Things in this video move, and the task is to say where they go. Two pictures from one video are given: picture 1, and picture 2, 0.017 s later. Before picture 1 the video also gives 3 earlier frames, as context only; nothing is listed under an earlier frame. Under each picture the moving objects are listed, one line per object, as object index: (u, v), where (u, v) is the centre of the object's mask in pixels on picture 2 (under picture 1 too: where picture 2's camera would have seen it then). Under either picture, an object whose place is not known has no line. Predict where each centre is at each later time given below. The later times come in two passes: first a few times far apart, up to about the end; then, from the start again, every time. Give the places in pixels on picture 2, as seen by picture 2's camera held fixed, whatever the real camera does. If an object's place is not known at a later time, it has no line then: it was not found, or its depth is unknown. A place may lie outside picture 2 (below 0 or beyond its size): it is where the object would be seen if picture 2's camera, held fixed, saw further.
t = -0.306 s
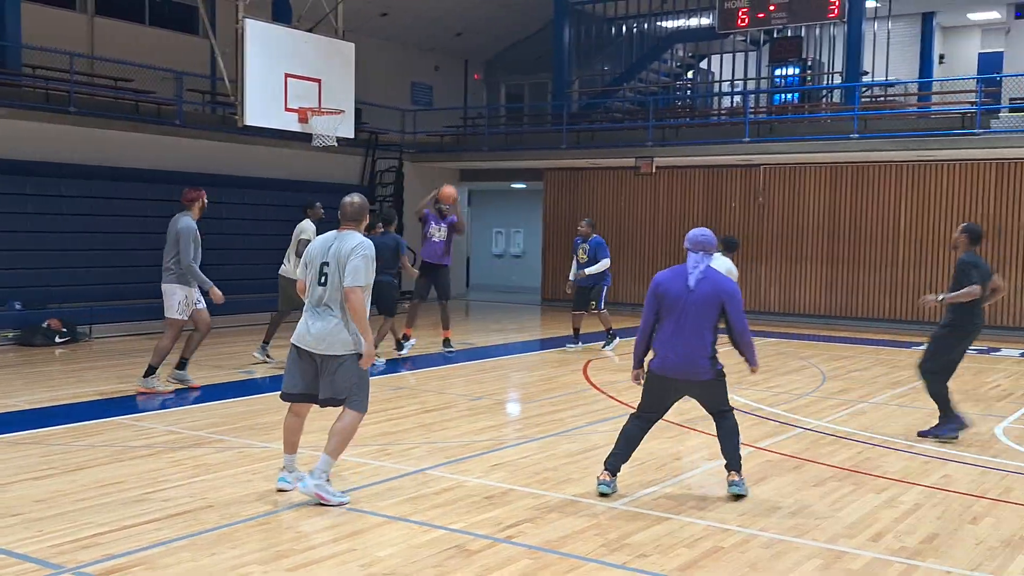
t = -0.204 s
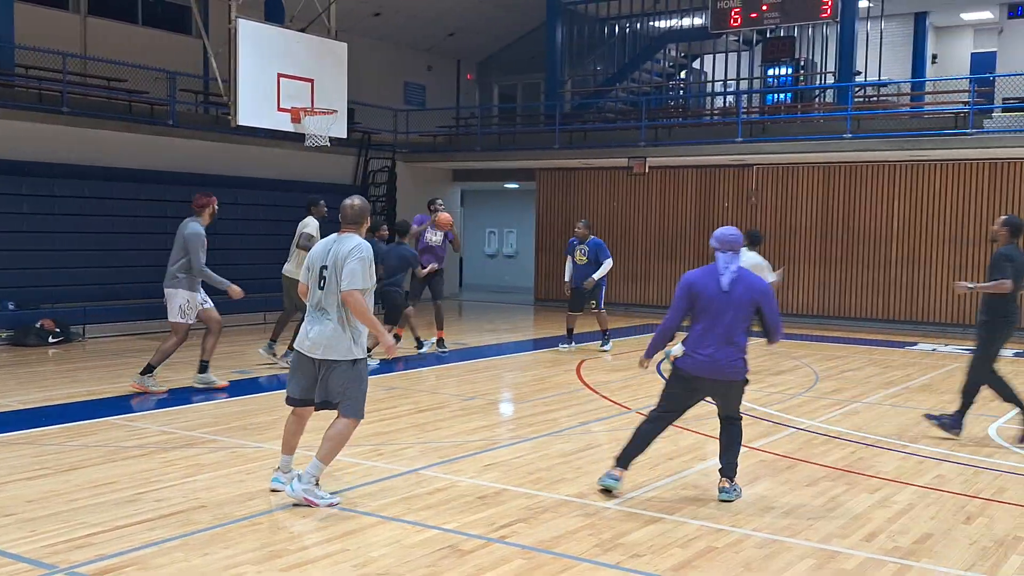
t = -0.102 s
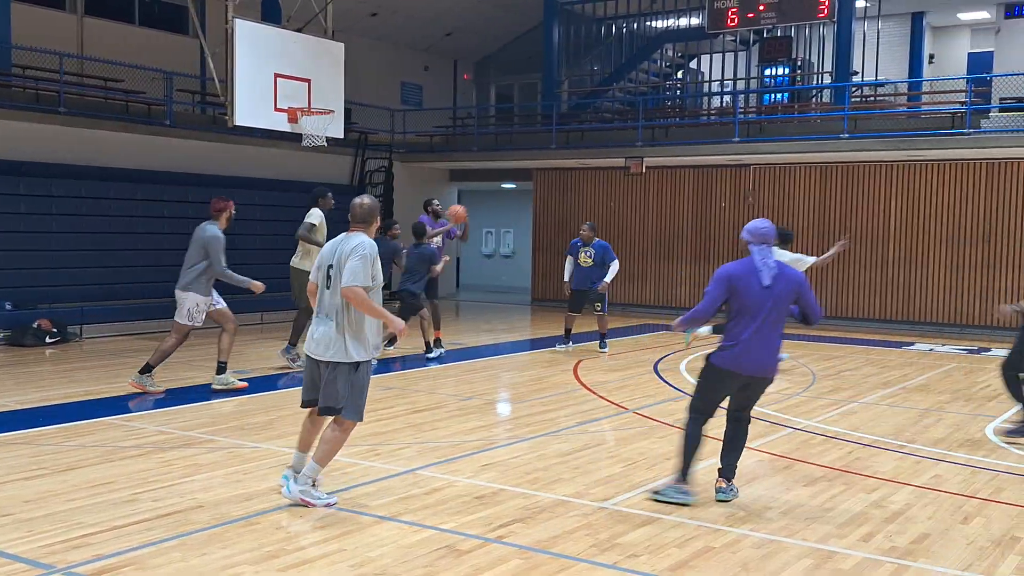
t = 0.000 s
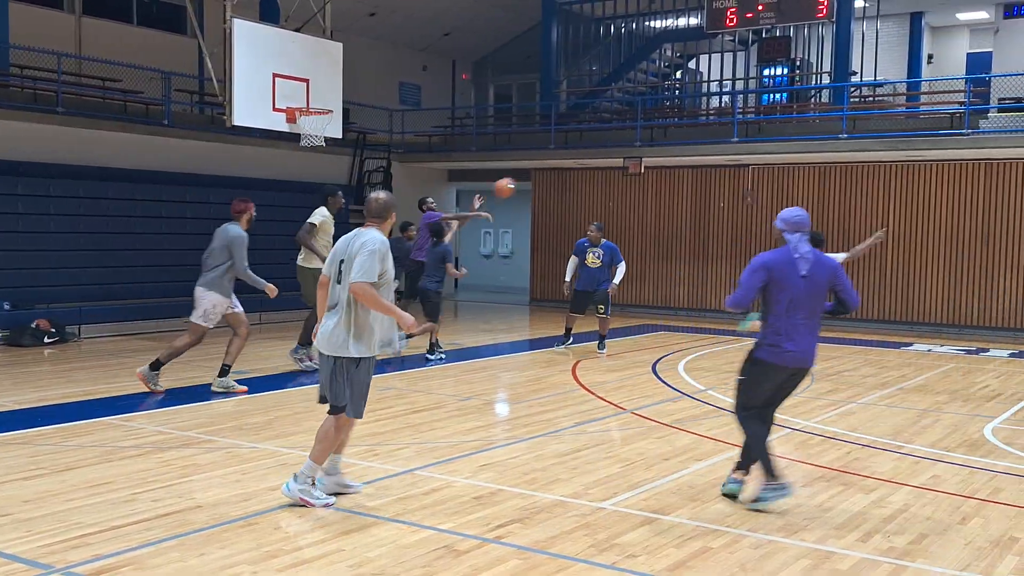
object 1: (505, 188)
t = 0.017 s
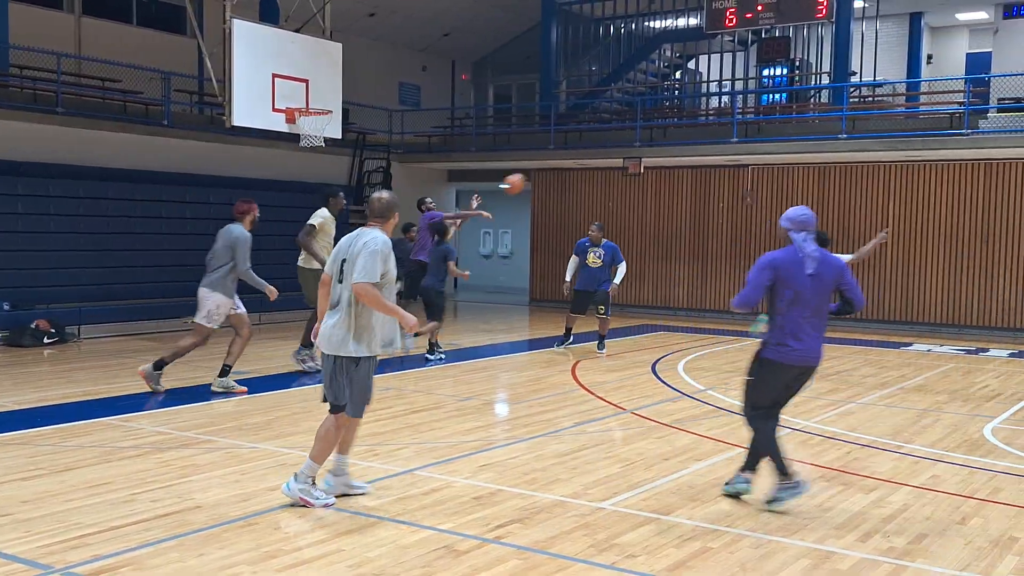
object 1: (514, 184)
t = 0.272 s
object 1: (672, 142)
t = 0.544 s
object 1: (845, 151)
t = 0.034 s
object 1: (525, 179)
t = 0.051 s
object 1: (535, 175)
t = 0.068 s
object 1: (545, 172)
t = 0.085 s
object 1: (556, 169)
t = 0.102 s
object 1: (567, 165)
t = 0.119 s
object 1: (577, 161)
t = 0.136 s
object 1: (588, 158)
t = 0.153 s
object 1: (599, 155)
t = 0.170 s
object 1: (609, 152)
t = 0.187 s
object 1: (620, 151)
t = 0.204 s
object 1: (630, 149)
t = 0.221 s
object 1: (640, 147)
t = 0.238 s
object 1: (651, 145)
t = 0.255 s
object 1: (662, 144)
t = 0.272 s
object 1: (672, 142)
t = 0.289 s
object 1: (683, 141)
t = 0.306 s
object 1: (694, 140)
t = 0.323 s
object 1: (704, 139)
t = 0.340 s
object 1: (715, 139)
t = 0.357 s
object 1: (726, 139)
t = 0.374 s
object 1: (737, 138)
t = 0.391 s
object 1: (748, 139)
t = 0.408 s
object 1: (758, 139)
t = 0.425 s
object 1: (768, 139)
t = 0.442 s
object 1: (780, 140)
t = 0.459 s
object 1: (791, 142)
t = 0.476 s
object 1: (802, 143)
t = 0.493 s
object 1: (812, 145)
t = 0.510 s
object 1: (823, 146)
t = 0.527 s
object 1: (834, 149)
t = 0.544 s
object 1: (845, 151)
